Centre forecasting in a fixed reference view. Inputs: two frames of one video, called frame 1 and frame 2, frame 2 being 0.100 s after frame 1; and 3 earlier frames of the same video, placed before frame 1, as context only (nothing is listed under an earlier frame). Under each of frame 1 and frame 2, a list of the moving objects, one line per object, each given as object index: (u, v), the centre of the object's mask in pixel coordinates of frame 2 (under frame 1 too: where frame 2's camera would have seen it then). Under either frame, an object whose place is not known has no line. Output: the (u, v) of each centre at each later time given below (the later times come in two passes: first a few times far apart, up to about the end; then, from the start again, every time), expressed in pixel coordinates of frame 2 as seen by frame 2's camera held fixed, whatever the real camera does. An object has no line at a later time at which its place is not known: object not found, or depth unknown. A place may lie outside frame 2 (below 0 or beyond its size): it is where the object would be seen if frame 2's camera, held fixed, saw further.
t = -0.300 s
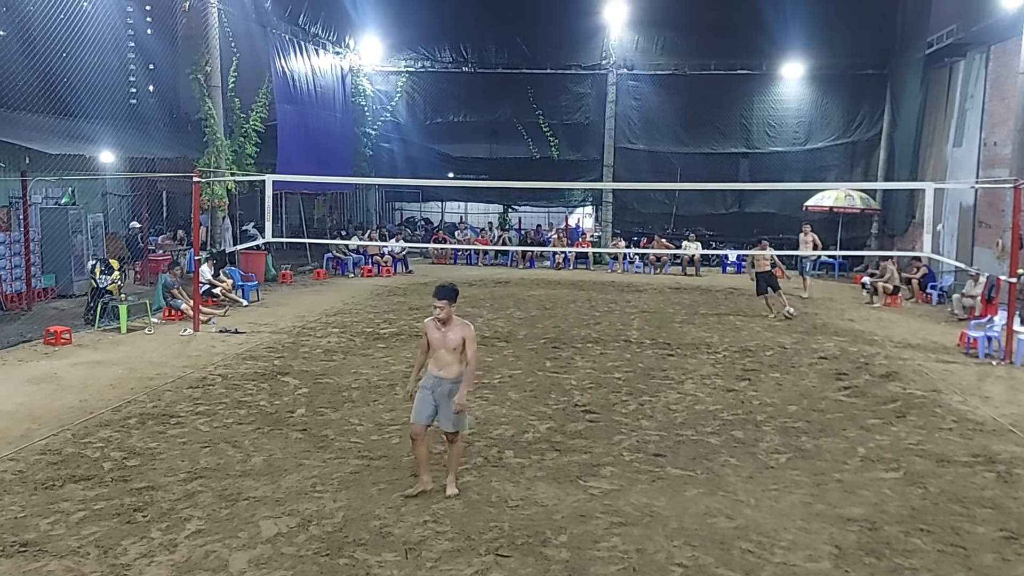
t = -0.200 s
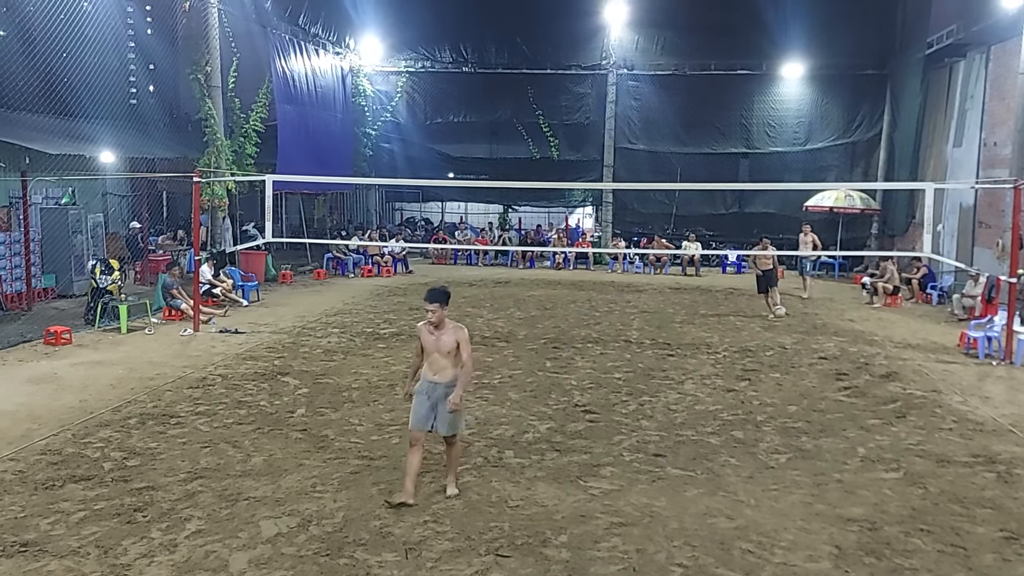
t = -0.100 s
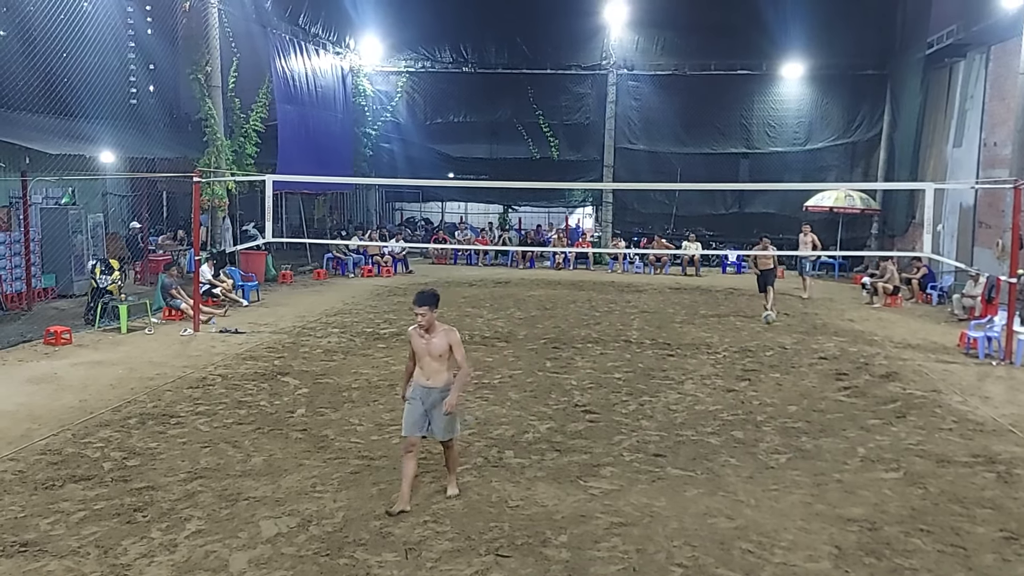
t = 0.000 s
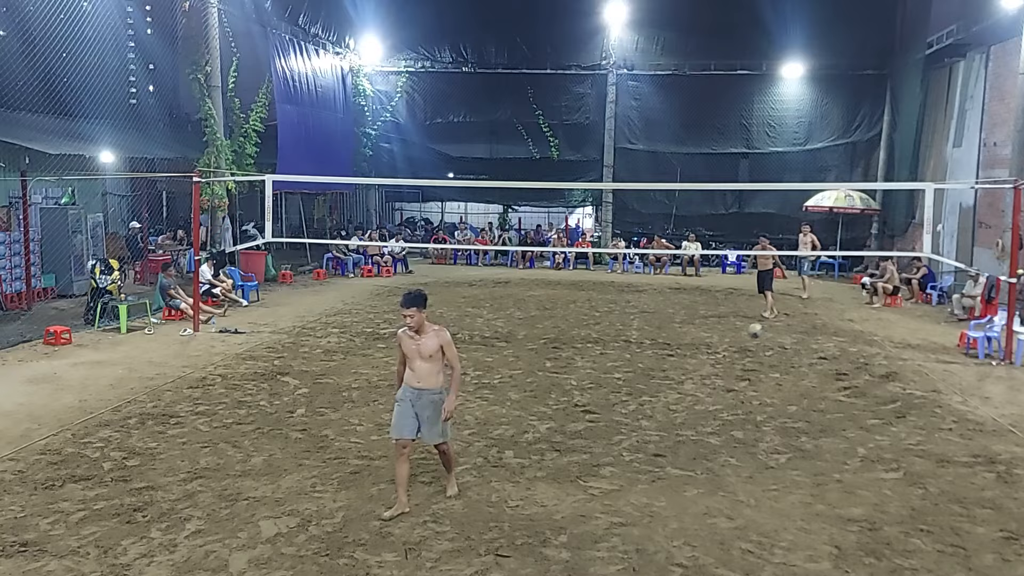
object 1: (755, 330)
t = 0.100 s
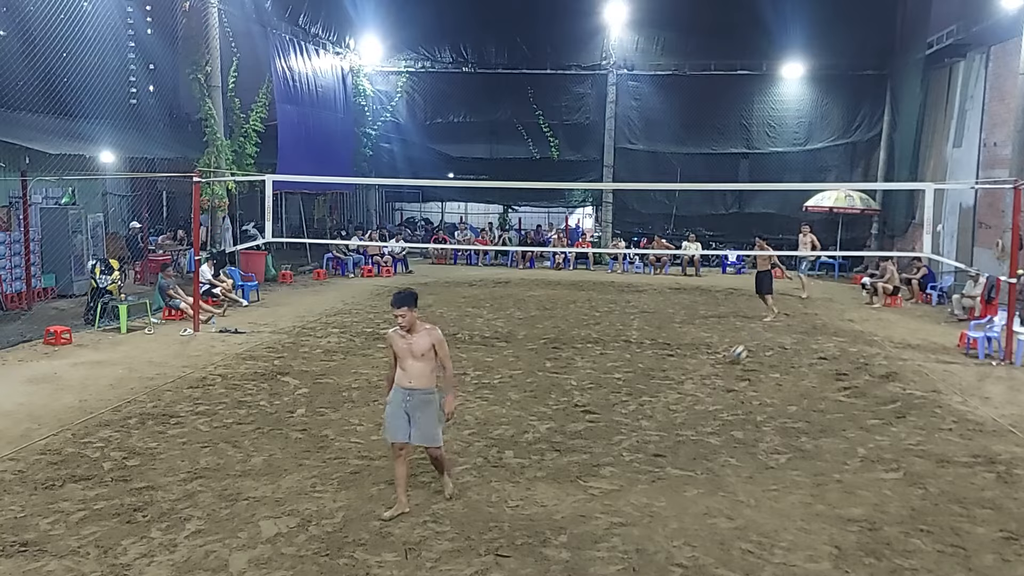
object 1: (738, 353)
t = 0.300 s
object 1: (712, 349)
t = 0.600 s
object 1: (661, 396)
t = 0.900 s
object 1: (597, 405)
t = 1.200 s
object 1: (512, 472)
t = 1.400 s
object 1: (440, 480)
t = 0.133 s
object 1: (733, 358)
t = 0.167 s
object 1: (729, 355)
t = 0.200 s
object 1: (725, 352)
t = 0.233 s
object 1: (721, 350)
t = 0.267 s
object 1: (716, 349)
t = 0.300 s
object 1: (712, 349)
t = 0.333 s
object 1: (707, 349)
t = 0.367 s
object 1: (702, 351)
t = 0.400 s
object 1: (697, 354)
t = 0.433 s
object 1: (691, 358)
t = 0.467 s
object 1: (686, 363)
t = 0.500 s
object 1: (681, 369)
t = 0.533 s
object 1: (674, 377)
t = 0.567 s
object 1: (667, 385)
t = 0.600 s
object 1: (661, 396)
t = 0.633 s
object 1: (654, 409)
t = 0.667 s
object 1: (647, 411)
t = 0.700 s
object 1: (641, 407)
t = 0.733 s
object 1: (634, 403)
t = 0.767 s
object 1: (627, 401)
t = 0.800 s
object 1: (620, 401)
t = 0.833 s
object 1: (613, 401)
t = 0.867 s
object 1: (606, 402)
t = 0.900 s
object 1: (597, 405)
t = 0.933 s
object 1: (589, 410)
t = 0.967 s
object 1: (580, 413)
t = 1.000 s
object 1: (572, 420)
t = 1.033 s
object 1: (561, 431)
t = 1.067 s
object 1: (553, 440)
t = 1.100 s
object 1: (543, 451)
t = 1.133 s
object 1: (533, 465)
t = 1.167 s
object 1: (522, 475)
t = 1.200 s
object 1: (512, 472)
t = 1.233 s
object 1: (501, 468)
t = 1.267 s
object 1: (490, 468)
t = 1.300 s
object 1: (477, 469)
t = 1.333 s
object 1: (466, 472)
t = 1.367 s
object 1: (454, 474)
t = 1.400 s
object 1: (440, 480)
